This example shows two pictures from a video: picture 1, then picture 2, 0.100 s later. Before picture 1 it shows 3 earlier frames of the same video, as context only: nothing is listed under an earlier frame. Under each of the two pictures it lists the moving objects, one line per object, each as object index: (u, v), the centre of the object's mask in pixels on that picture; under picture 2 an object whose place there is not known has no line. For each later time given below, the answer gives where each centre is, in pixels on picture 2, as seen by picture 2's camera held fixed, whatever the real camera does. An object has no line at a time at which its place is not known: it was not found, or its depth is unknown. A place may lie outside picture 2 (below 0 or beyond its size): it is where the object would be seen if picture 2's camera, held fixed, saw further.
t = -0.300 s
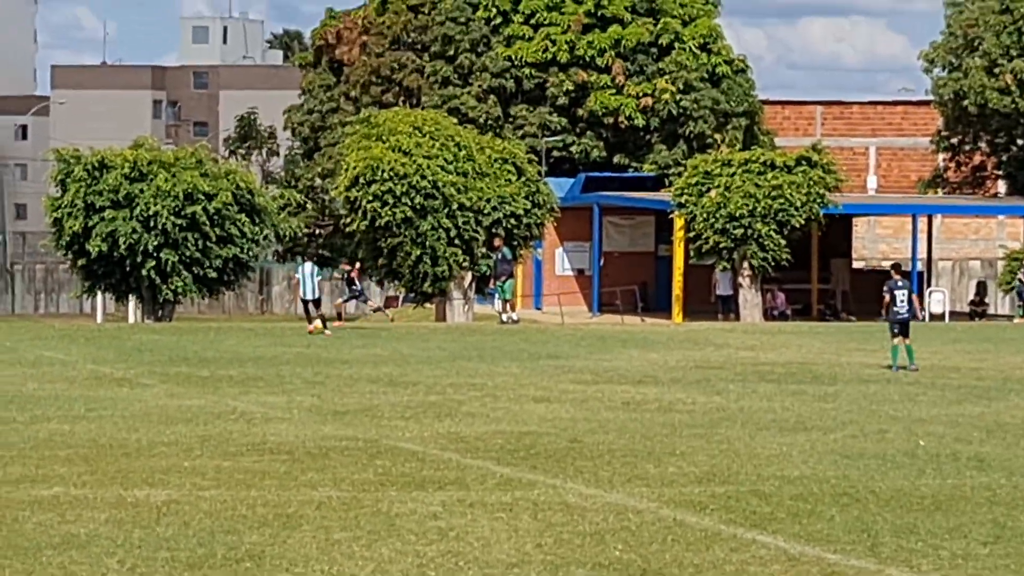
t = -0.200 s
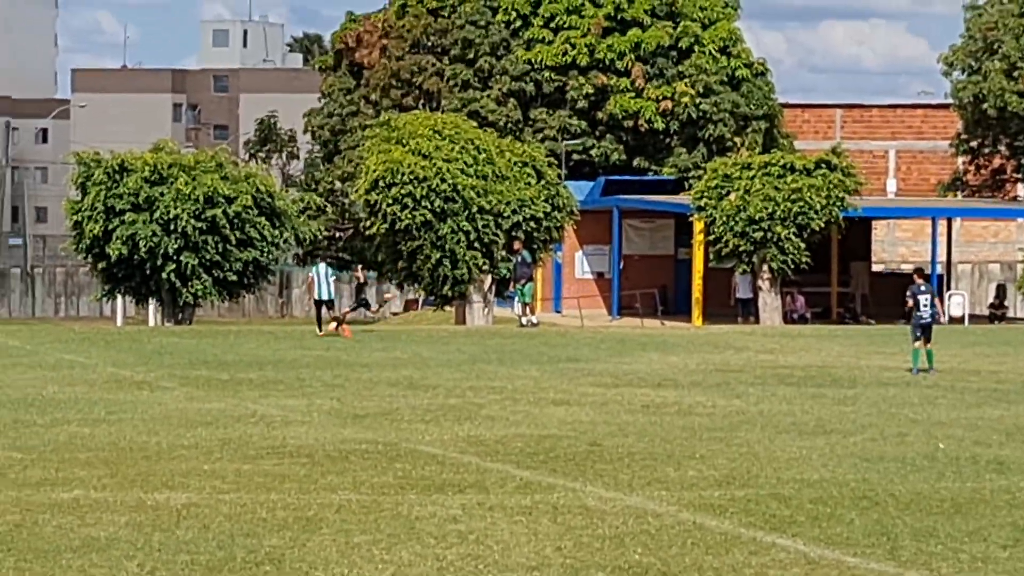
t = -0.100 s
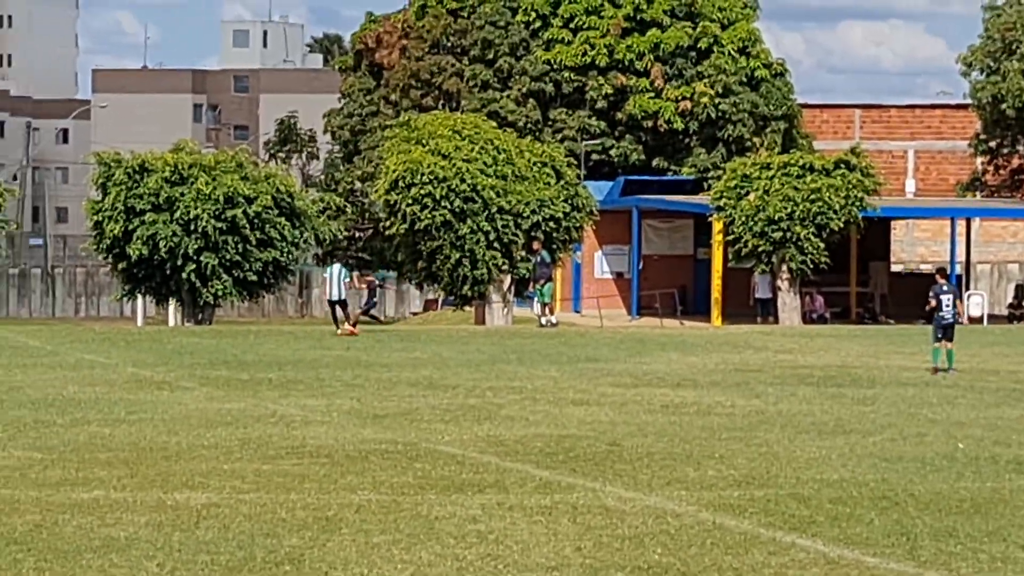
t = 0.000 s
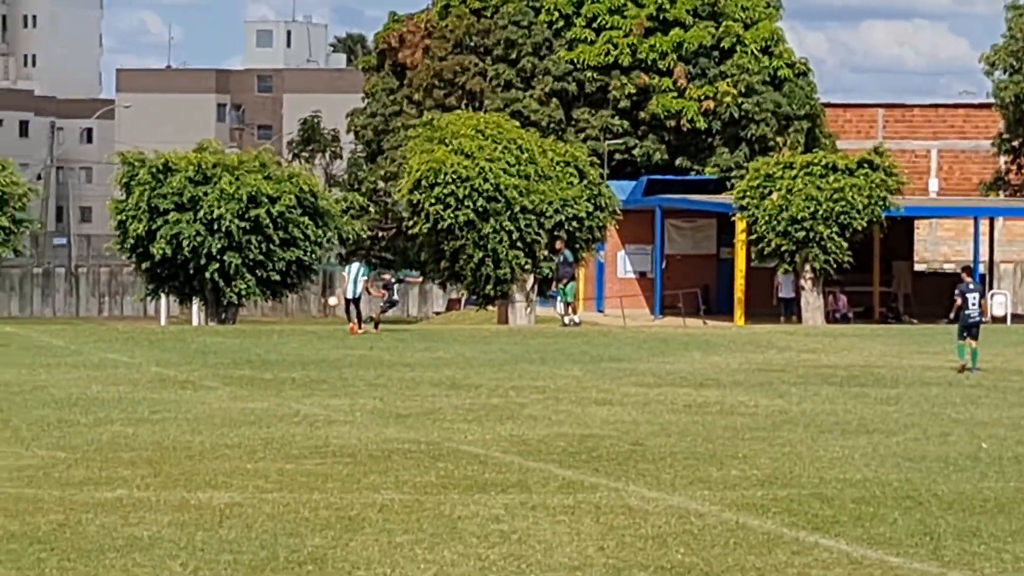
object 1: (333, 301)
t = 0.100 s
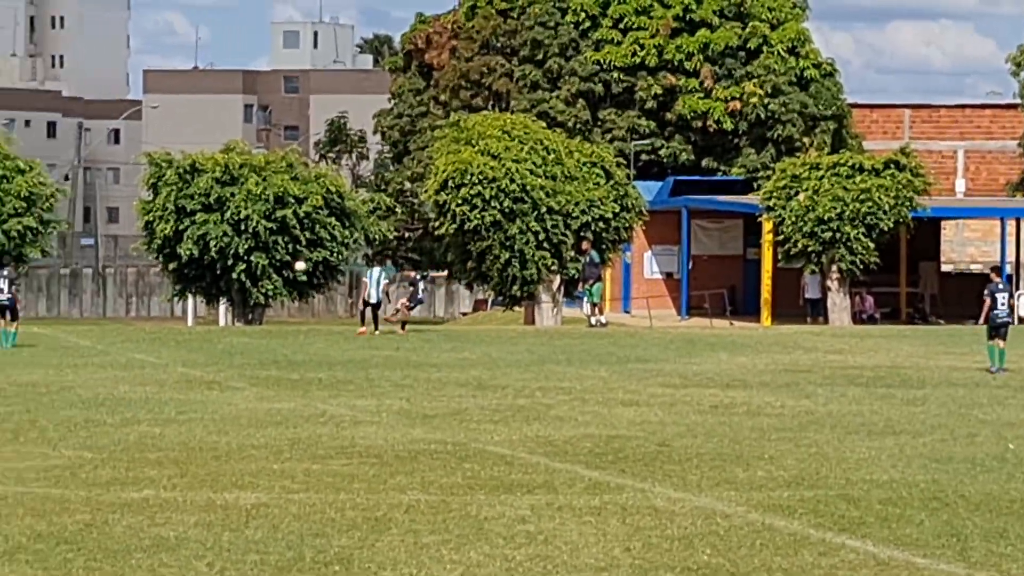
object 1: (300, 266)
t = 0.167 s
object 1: (261, 245)
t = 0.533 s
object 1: (45, 163)
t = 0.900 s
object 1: (-182, 133)
